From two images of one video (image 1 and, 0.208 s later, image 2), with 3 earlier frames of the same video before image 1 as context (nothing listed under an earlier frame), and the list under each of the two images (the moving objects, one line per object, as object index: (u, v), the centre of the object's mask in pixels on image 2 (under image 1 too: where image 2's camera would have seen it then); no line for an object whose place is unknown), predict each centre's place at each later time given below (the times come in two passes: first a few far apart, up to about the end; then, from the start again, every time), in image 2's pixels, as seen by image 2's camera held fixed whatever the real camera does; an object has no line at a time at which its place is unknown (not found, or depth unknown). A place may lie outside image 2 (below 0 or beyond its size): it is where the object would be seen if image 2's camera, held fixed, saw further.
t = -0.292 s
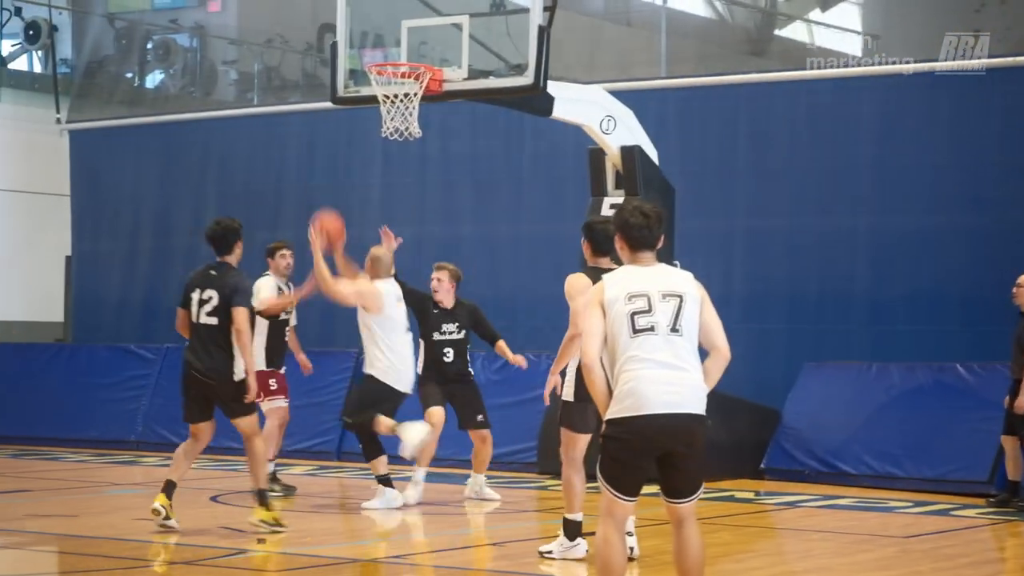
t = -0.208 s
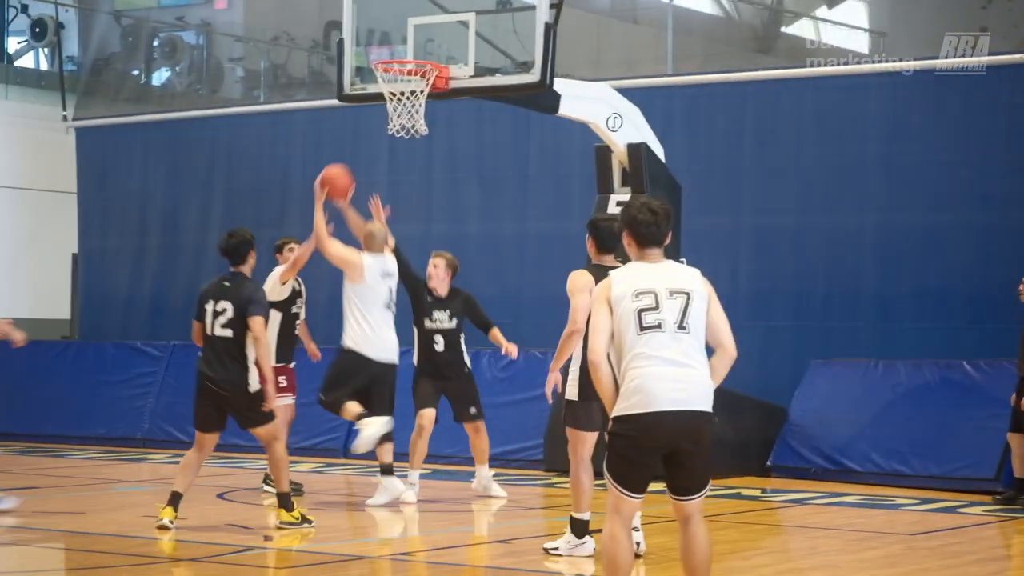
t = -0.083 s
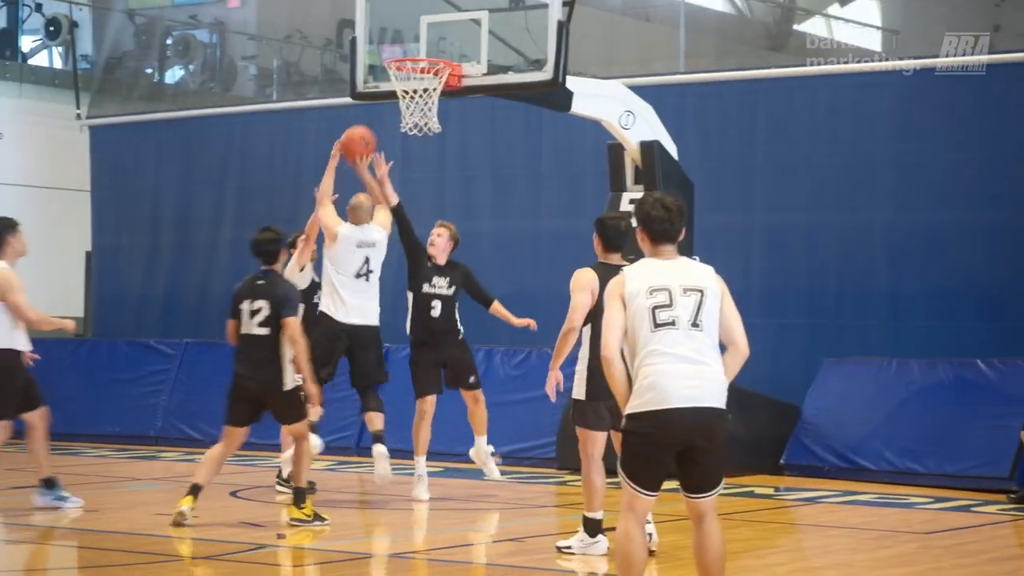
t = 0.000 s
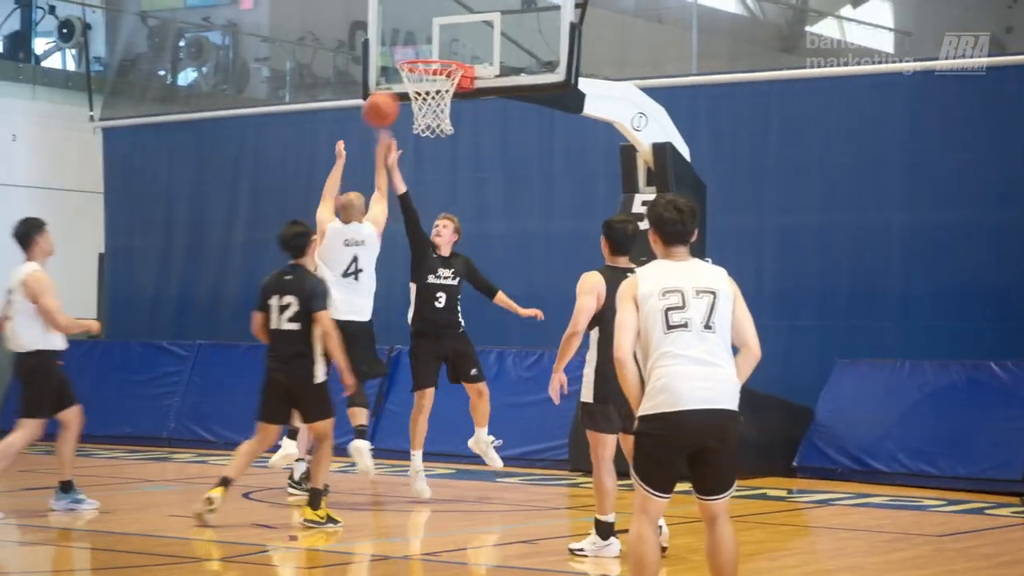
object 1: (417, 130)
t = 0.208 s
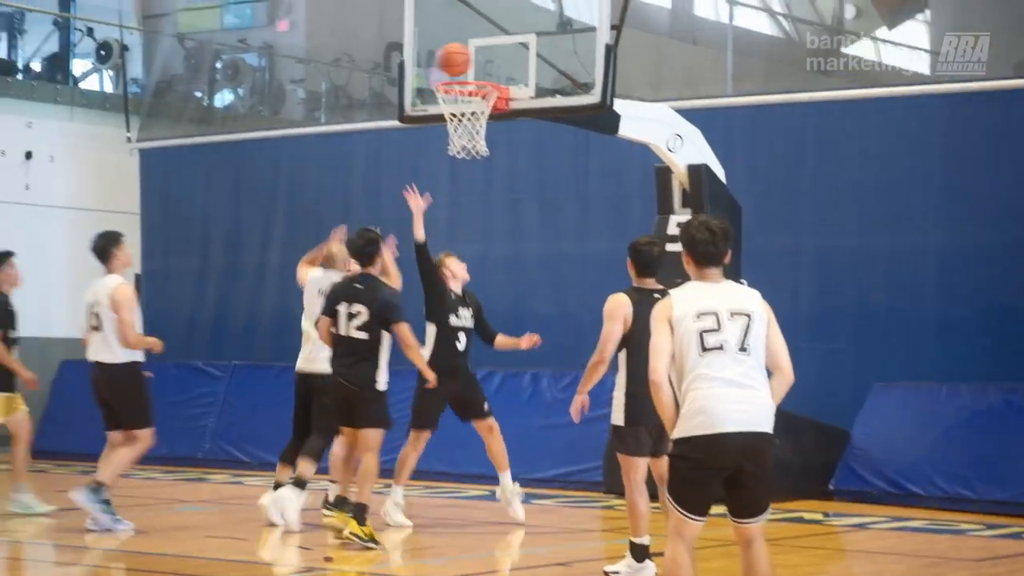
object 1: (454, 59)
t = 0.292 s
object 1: (469, 48)
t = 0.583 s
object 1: (480, 71)
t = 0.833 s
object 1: (449, 135)
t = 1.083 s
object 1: (452, 194)
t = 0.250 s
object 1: (461, 52)
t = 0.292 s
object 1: (469, 48)
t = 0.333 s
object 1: (476, 46)
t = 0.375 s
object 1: (483, 46)
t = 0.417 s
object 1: (490, 49)
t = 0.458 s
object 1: (497, 54)
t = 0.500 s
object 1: (495, 60)
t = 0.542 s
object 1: (487, 67)
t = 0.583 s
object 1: (480, 71)
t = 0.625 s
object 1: (473, 87)
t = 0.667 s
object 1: (463, 103)
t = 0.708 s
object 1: (457, 117)
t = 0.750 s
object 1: (451, 124)
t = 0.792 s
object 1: (451, 126)
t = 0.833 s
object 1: (449, 135)
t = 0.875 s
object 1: (450, 137)
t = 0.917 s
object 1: (451, 143)
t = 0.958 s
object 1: (452, 151)
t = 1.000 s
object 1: (452, 163)
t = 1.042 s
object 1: (452, 178)
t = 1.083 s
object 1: (452, 194)
